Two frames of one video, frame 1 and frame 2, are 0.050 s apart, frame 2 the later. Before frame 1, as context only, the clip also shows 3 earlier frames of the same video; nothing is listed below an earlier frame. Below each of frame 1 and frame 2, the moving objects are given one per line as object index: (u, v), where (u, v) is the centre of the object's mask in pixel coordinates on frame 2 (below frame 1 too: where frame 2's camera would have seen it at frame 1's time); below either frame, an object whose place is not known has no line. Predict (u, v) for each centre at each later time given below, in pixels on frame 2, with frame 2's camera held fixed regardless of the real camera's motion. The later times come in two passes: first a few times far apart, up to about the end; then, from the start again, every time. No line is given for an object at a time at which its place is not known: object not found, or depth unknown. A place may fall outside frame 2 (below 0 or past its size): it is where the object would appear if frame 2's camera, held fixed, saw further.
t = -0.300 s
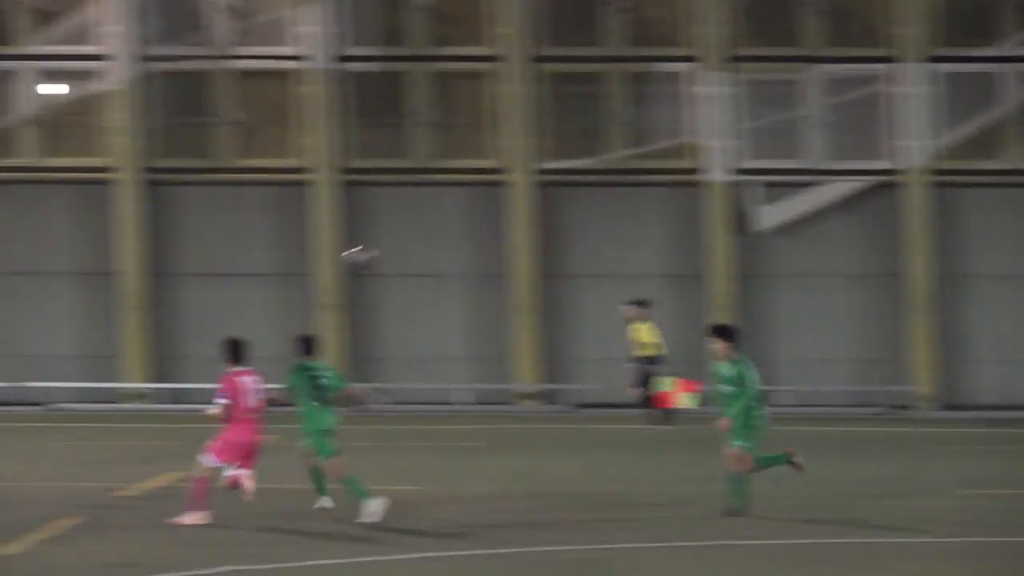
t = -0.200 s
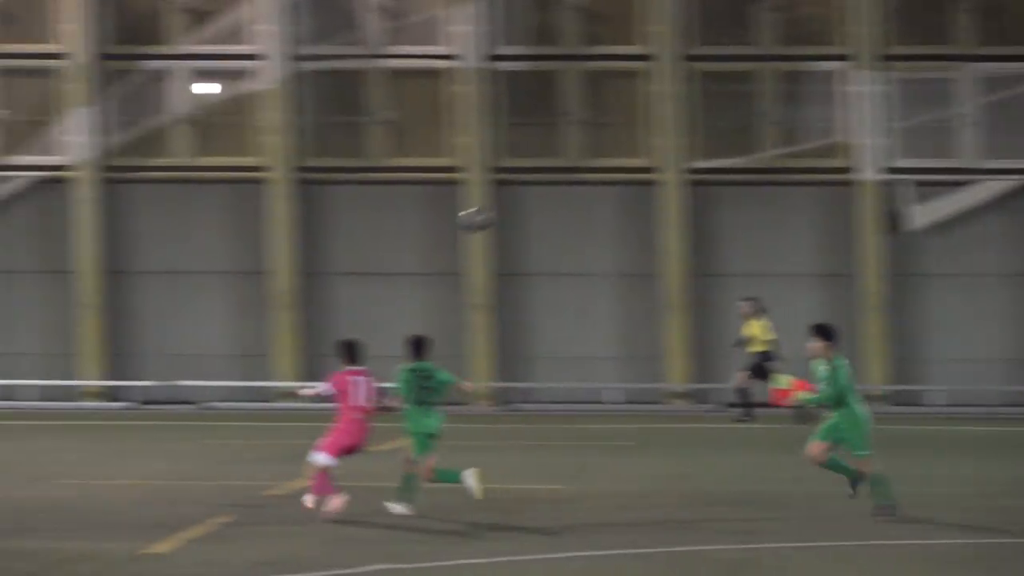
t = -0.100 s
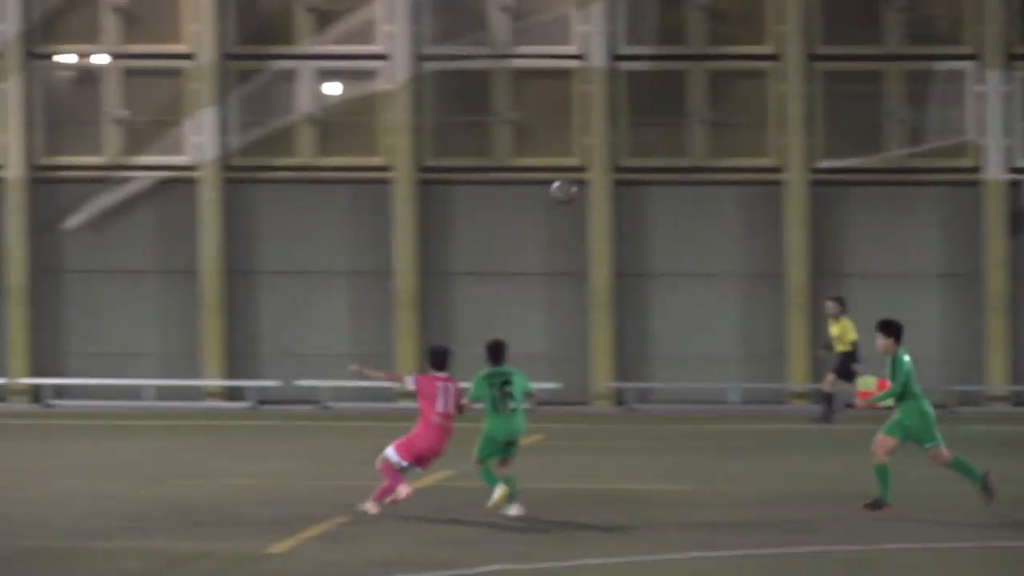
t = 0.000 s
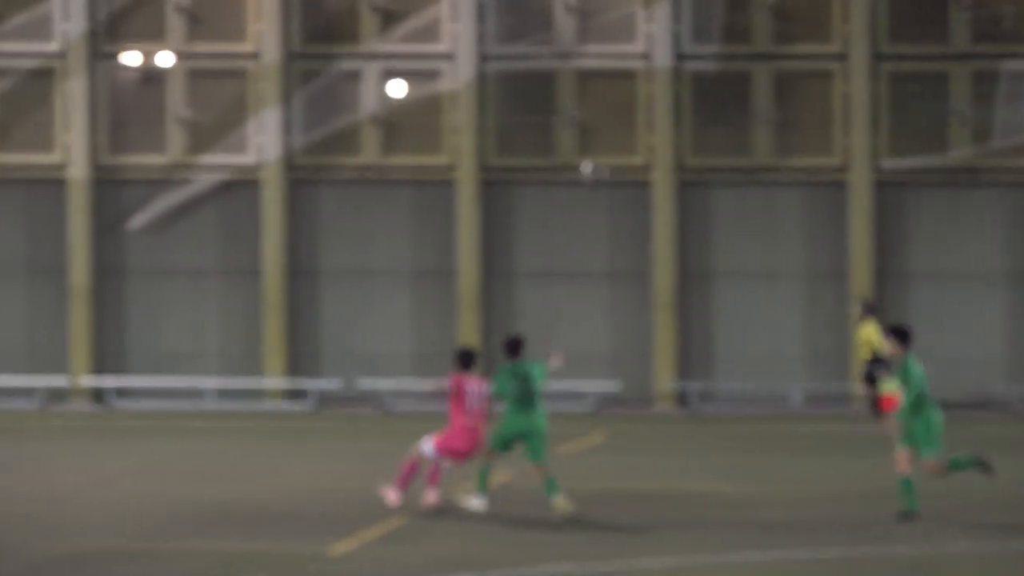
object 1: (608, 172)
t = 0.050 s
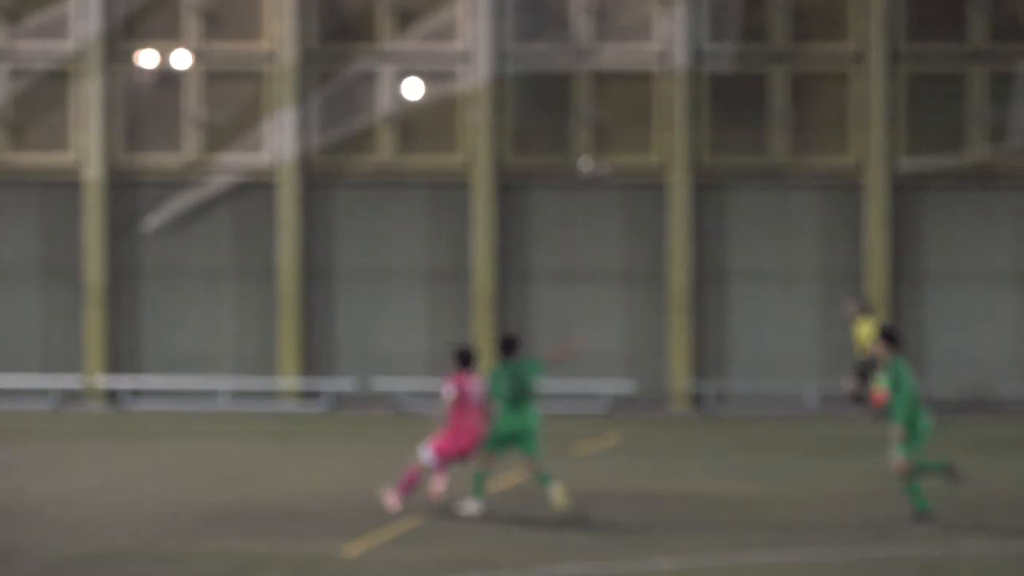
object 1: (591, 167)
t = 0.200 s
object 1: (542, 173)
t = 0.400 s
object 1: (477, 218)
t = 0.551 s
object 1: (428, 280)
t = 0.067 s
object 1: (587, 167)
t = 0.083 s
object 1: (580, 167)
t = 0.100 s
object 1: (573, 166)
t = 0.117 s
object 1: (568, 166)
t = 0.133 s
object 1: (562, 166)
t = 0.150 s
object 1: (557, 168)
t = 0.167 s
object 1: (552, 168)
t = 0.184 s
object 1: (547, 170)
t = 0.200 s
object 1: (542, 173)
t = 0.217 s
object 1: (537, 175)
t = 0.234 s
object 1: (531, 177)
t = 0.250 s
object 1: (526, 179)
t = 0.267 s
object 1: (519, 182)
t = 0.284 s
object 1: (514, 187)
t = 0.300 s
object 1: (509, 190)
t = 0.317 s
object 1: (504, 194)
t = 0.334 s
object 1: (499, 198)
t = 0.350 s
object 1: (494, 203)
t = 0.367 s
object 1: (488, 208)
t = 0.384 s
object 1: (482, 213)
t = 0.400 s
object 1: (477, 218)
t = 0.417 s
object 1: (471, 223)
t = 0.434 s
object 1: (466, 230)
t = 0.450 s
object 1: (460, 237)
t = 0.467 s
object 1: (455, 243)
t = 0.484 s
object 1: (450, 250)
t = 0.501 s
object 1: (445, 257)
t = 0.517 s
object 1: (440, 264)
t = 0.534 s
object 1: (434, 271)
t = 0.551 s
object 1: (428, 280)
